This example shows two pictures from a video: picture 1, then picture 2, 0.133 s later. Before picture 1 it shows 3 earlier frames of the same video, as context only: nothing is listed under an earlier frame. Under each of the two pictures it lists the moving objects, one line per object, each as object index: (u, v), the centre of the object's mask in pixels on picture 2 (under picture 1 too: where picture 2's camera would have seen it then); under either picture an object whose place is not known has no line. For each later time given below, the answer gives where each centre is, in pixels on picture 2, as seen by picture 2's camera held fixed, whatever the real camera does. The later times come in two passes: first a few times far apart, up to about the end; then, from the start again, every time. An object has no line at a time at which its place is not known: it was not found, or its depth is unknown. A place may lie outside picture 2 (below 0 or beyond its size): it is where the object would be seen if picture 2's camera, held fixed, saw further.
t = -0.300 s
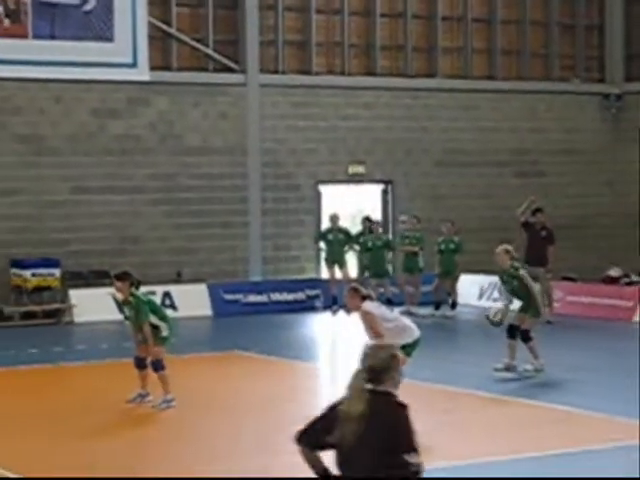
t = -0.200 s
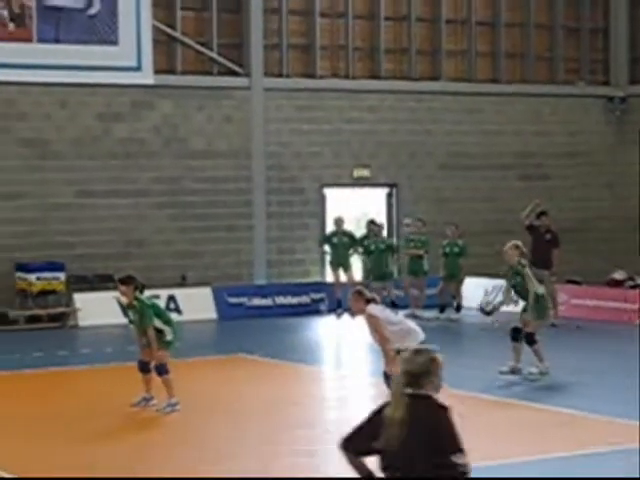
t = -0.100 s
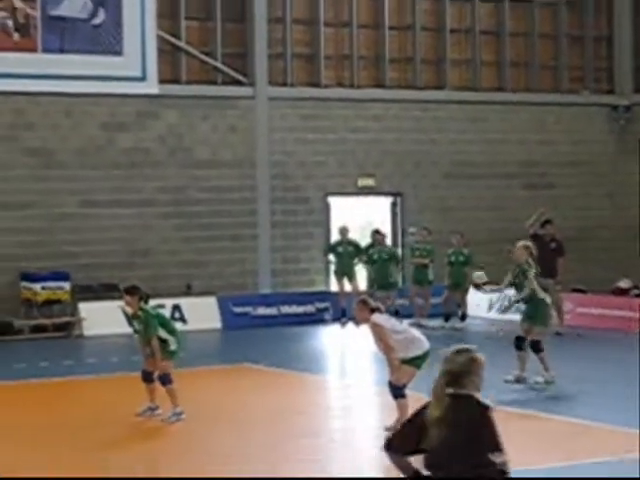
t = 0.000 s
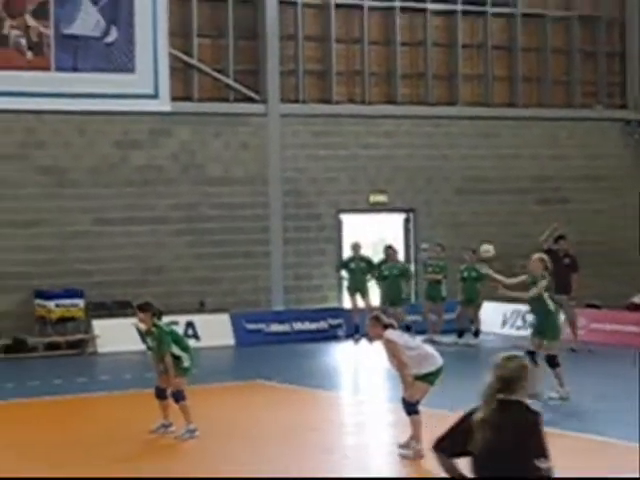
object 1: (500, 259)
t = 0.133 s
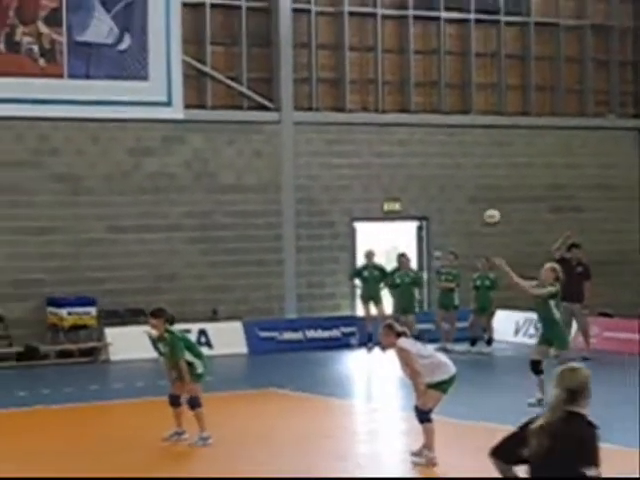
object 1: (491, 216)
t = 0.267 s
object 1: (485, 189)
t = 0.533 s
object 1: (473, 176)
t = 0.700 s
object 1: (465, 199)
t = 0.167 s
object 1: (490, 208)
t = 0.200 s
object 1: (488, 200)
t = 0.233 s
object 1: (486, 194)
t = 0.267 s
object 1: (485, 189)
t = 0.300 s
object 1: (483, 184)
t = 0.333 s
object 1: (481, 180)
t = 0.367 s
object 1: (480, 177)
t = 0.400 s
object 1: (478, 176)
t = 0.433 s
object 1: (477, 174)
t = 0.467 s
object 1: (475, 174)
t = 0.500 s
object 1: (474, 175)
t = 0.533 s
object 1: (473, 176)
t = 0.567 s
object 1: (471, 179)
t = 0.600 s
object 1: (470, 182)
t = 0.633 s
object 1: (468, 187)
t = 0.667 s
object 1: (467, 193)
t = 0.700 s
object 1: (465, 199)
